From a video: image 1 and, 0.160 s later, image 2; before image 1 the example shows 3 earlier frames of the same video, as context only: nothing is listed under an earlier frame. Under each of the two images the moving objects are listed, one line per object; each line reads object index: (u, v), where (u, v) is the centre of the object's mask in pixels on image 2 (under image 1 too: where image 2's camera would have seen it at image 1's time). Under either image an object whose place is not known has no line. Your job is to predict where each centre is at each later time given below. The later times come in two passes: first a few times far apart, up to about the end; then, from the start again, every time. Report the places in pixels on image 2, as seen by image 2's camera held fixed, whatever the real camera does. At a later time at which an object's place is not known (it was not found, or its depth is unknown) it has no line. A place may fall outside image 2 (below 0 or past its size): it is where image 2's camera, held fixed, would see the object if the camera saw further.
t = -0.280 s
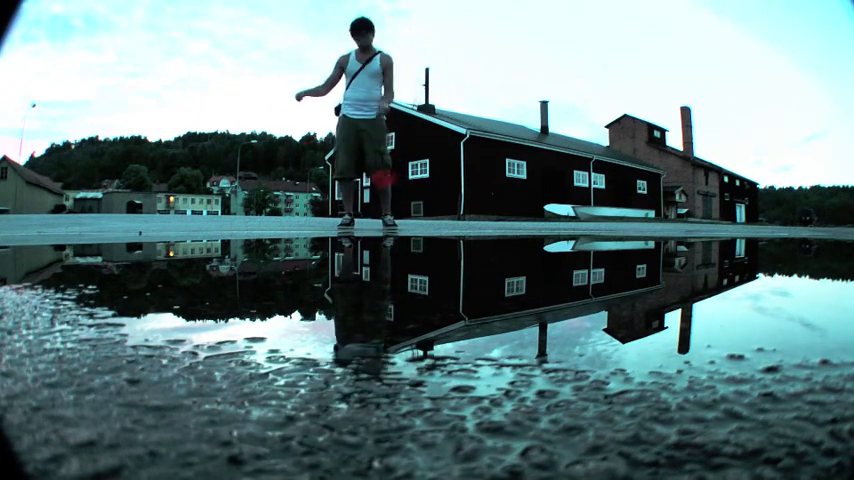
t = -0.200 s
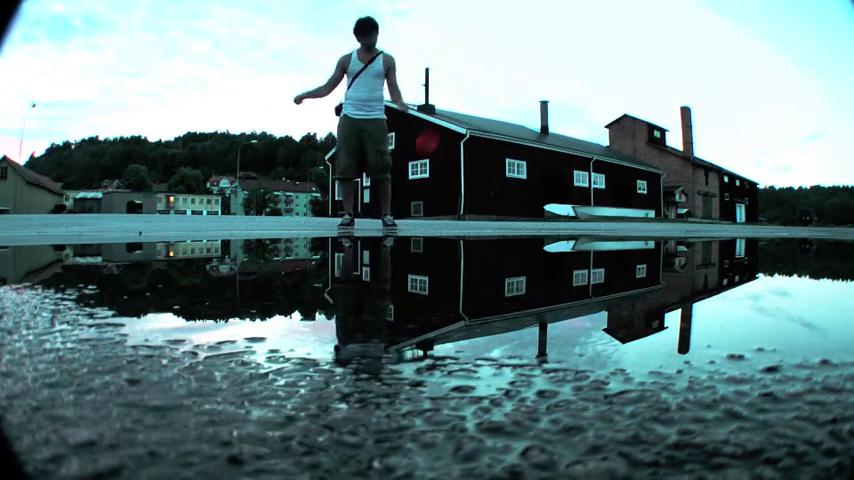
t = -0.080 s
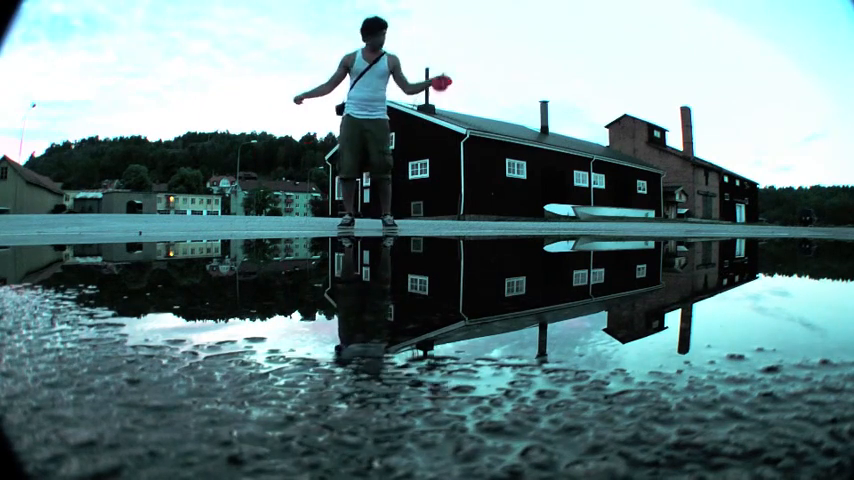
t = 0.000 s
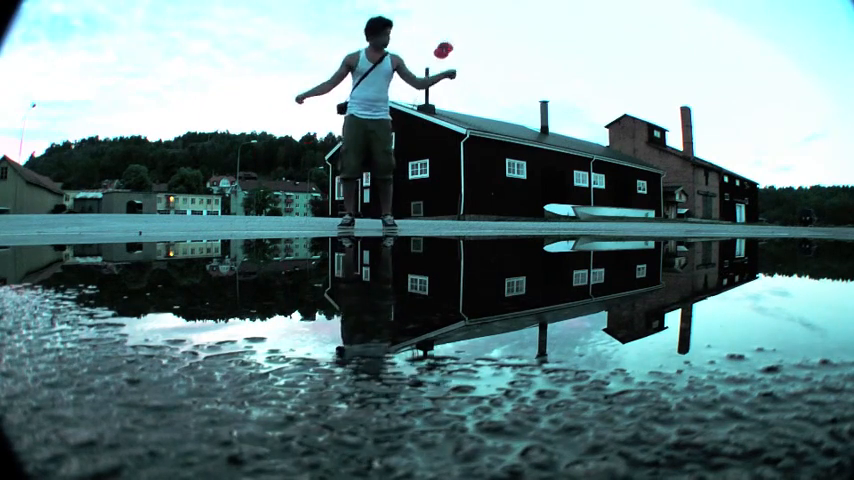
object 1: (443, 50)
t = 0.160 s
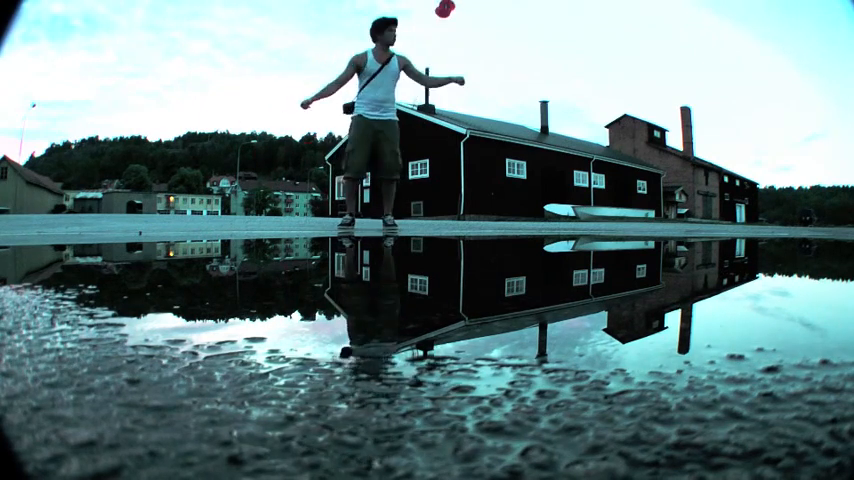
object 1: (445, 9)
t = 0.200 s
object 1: (444, 5)
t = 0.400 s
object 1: (446, 4)
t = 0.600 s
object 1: (450, 40)
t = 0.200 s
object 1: (444, 5)
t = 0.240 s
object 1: (444, 4)
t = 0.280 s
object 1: (444, 3)
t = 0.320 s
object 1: (445, 2)
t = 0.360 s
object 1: (445, 3)
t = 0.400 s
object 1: (446, 4)
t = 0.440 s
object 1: (448, 6)
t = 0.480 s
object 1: (449, 10)
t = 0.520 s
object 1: (449, 18)
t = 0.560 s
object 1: (450, 28)
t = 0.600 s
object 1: (450, 40)
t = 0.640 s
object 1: (450, 54)
